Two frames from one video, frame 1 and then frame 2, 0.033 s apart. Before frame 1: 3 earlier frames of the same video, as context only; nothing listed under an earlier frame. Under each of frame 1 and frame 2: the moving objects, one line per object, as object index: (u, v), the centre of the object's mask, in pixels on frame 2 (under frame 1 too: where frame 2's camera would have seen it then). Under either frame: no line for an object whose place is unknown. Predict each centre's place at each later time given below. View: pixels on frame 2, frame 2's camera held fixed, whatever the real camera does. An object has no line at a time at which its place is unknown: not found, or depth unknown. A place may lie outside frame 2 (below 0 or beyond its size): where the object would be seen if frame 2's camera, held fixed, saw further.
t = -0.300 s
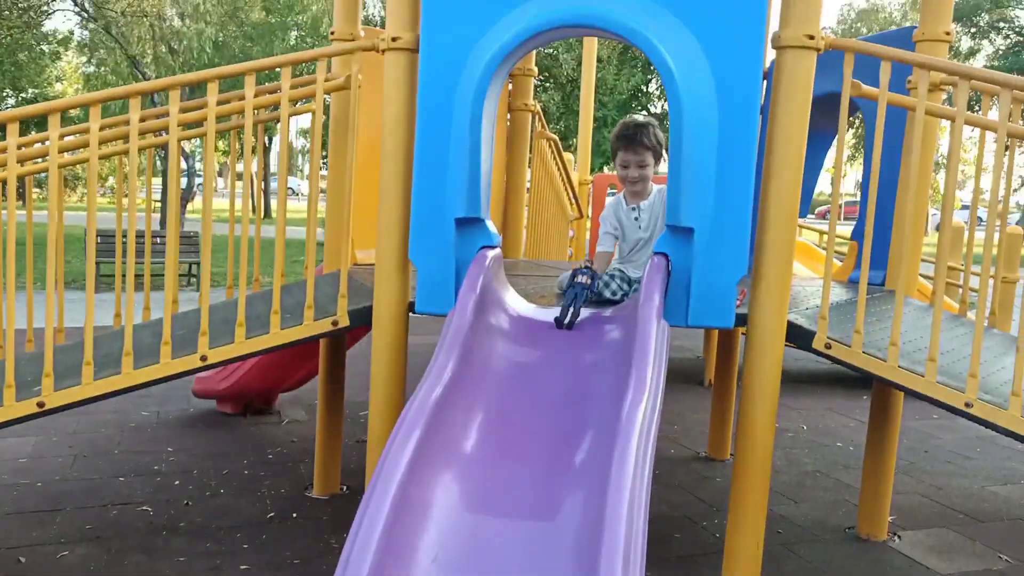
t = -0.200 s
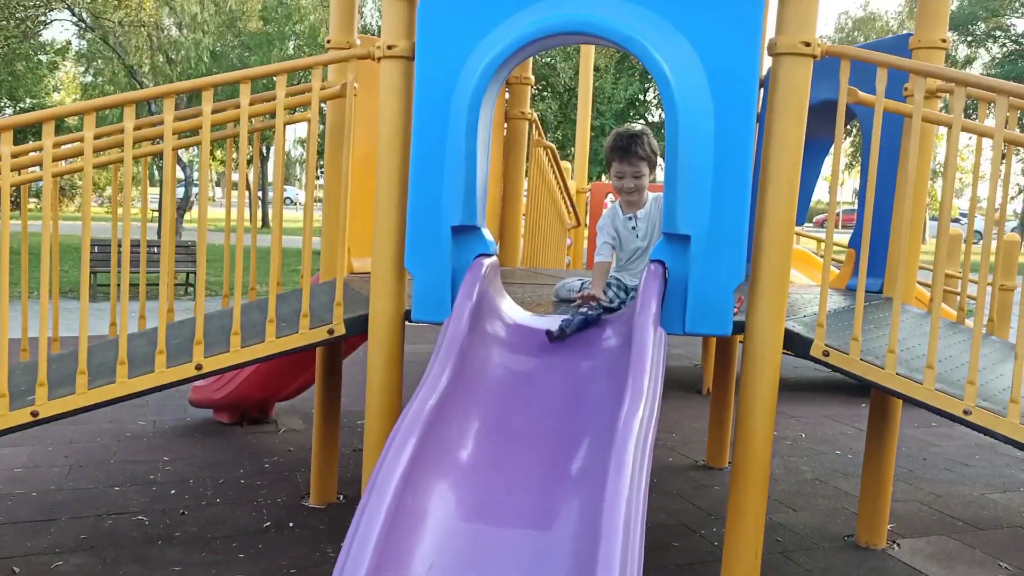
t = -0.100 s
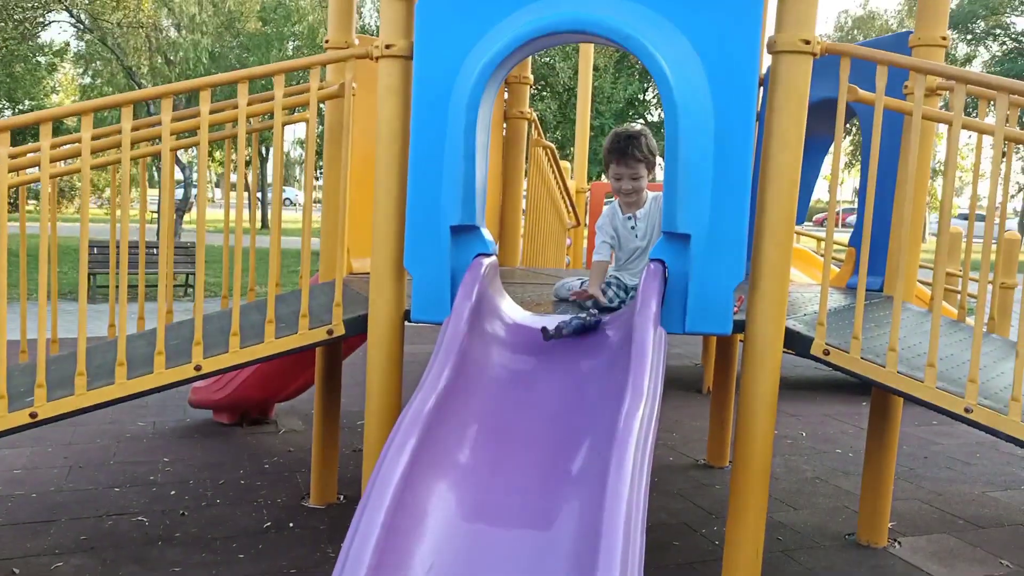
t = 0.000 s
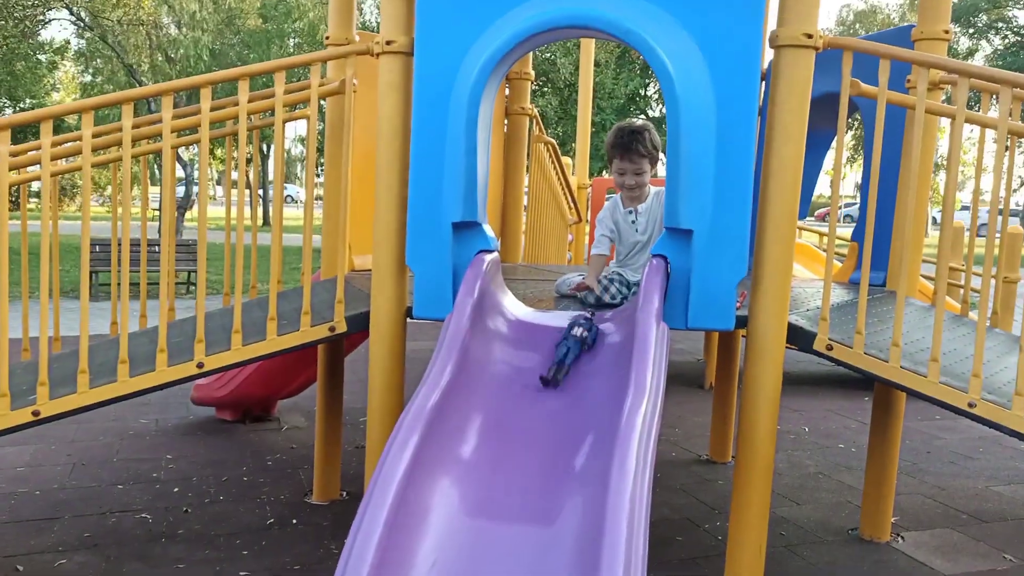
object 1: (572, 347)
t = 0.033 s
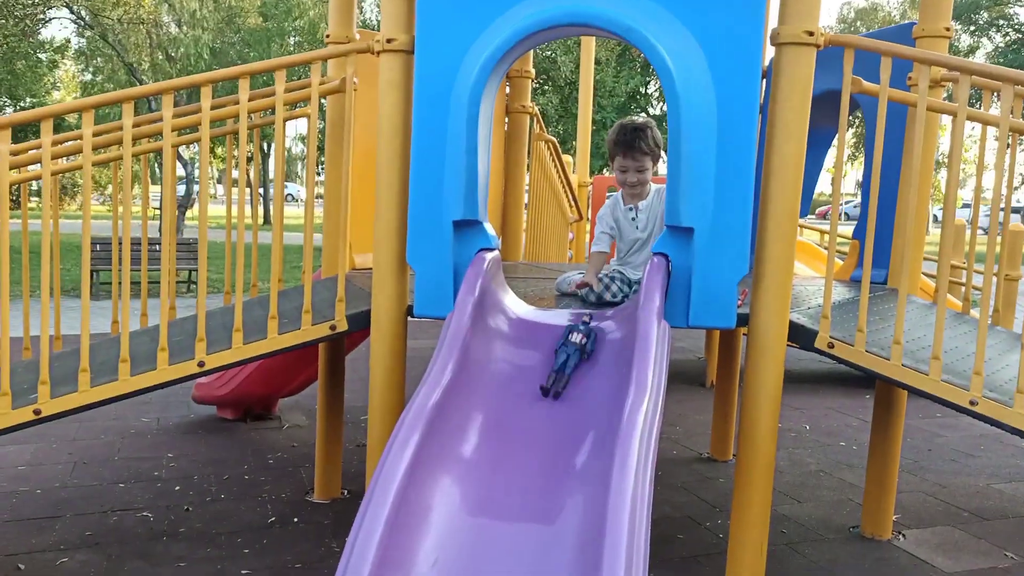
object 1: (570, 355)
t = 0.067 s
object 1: (567, 367)
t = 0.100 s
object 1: (564, 380)
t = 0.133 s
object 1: (560, 395)
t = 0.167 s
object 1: (555, 409)
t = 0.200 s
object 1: (551, 424)
